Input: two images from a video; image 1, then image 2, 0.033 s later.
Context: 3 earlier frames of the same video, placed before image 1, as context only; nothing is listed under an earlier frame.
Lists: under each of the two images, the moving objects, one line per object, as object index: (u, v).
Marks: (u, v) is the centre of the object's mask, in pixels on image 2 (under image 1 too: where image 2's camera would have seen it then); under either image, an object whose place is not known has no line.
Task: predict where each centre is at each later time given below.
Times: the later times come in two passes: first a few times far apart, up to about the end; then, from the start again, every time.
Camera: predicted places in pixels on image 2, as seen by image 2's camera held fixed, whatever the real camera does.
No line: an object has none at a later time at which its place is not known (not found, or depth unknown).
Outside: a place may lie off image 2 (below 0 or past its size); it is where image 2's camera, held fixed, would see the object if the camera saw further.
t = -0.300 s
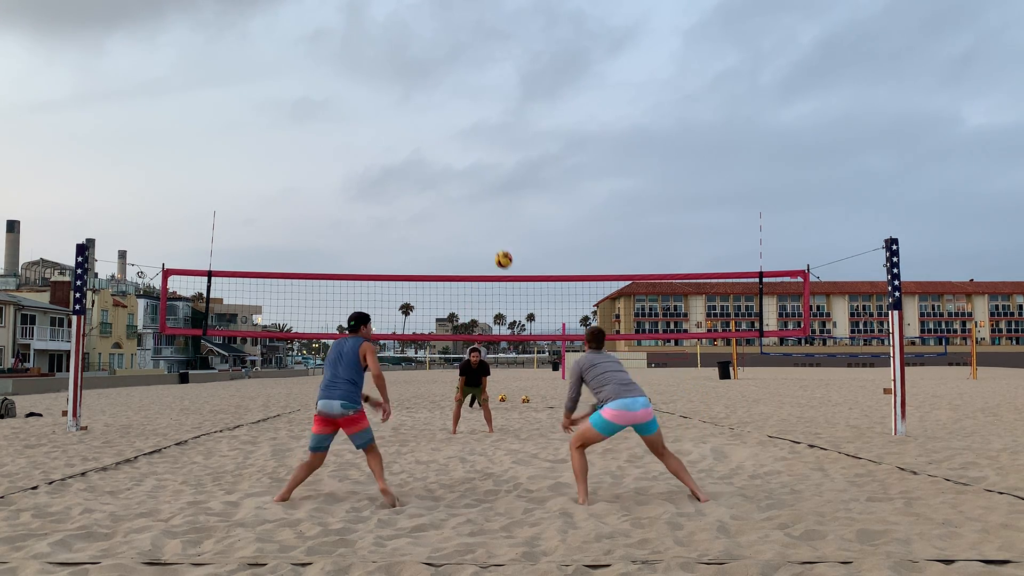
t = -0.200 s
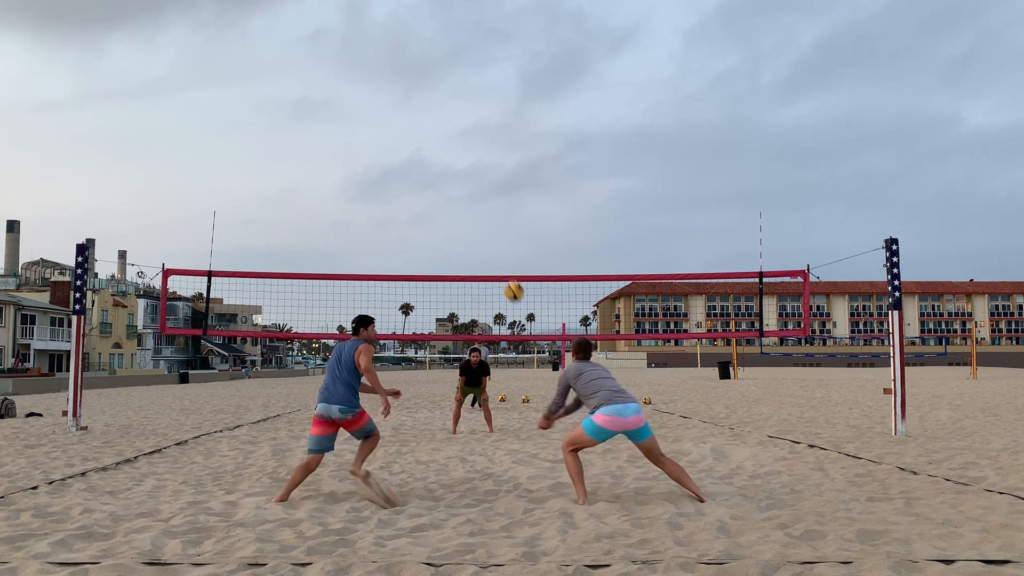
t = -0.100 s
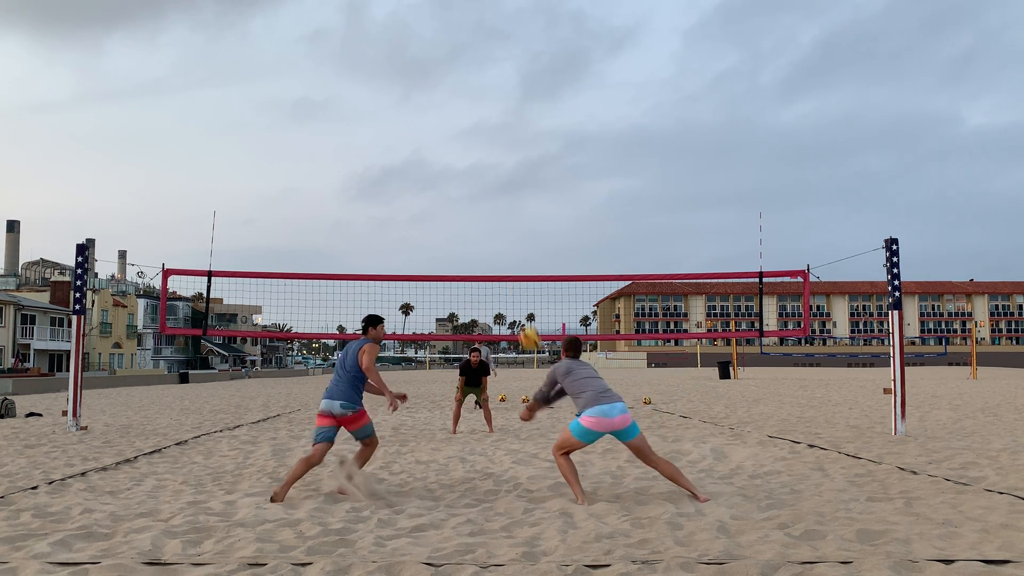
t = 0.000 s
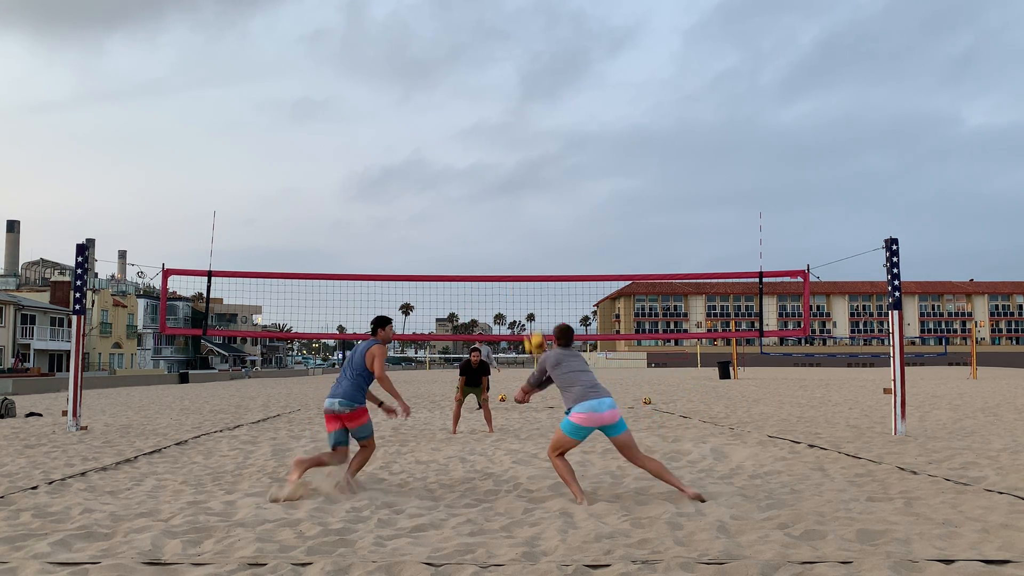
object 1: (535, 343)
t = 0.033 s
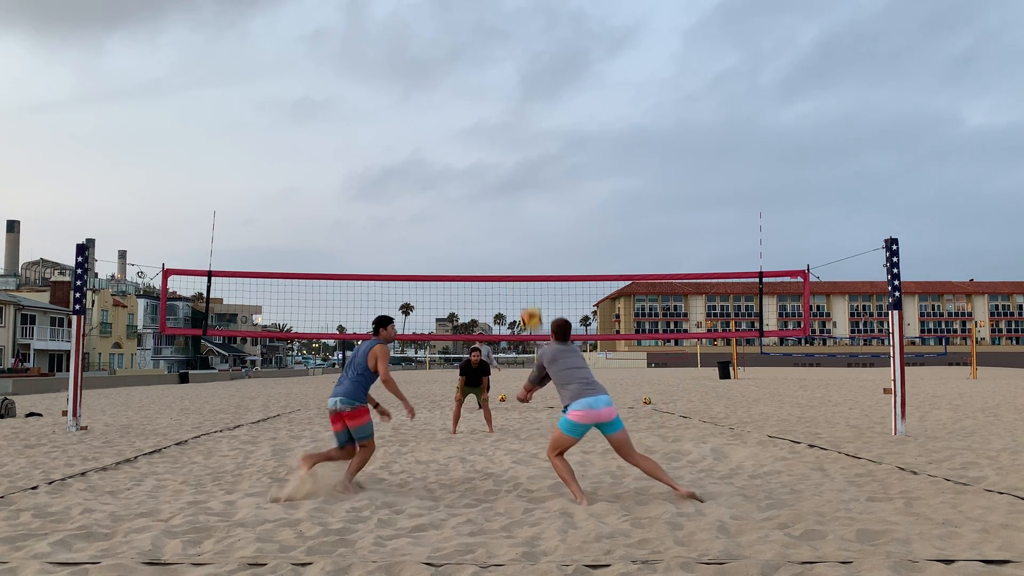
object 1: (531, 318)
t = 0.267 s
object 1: (499, 176)
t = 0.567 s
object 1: (460, 86)
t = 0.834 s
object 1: (427, 83)
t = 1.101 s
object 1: (396, 150)
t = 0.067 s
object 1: (526, 293)
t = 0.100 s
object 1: (521, 269)
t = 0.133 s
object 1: (517, 248)
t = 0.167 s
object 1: (512, 229)
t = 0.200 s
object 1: (507, 210)
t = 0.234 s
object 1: (503, 193)
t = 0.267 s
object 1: (499, 176)
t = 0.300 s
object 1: (494, 161)
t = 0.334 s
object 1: (489, 148)
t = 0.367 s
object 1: (485, 135)
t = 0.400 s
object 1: (481, 124)
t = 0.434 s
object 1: (477, 114)
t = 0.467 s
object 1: (472, 105)
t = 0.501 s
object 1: (468, 97)
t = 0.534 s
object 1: (464, 91)
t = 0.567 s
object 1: (460, 86)
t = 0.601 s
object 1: (456, 82)
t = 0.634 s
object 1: (452, 78)
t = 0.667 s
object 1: (448, 77)
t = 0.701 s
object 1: (443, 76)
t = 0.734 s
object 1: (440, 76)
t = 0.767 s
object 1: (435, 78)
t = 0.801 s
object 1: (431, 80)
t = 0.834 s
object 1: (427, 83)
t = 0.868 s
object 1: (423, 88)
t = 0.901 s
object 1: (420, 94)
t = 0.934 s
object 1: (415, 101)
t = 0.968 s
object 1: (411, 108)
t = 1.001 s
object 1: (408, 117)
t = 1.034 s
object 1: (404, 127)
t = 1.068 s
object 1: (400, 138)
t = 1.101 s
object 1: (396, 150)
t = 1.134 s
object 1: (392, 163)
